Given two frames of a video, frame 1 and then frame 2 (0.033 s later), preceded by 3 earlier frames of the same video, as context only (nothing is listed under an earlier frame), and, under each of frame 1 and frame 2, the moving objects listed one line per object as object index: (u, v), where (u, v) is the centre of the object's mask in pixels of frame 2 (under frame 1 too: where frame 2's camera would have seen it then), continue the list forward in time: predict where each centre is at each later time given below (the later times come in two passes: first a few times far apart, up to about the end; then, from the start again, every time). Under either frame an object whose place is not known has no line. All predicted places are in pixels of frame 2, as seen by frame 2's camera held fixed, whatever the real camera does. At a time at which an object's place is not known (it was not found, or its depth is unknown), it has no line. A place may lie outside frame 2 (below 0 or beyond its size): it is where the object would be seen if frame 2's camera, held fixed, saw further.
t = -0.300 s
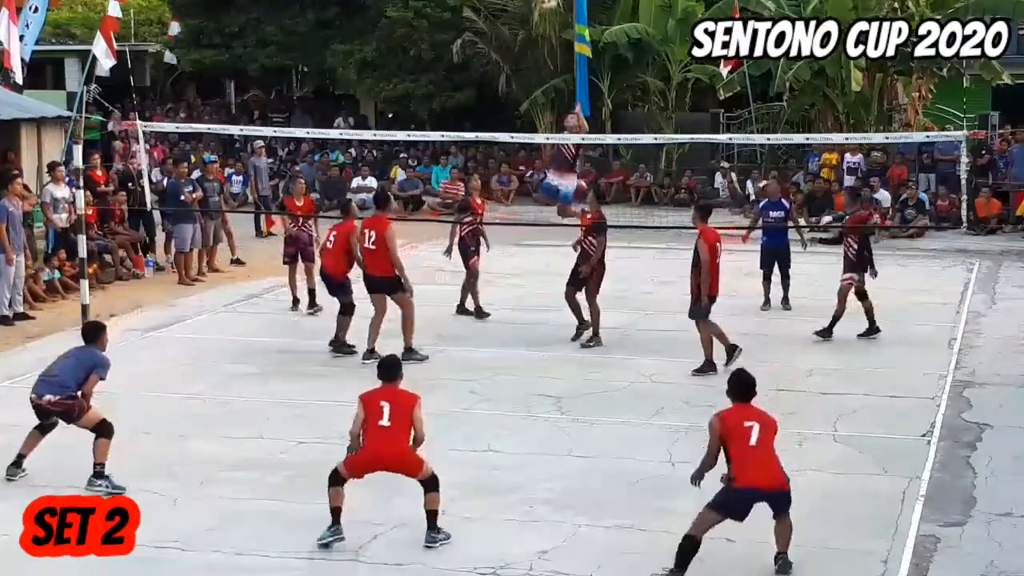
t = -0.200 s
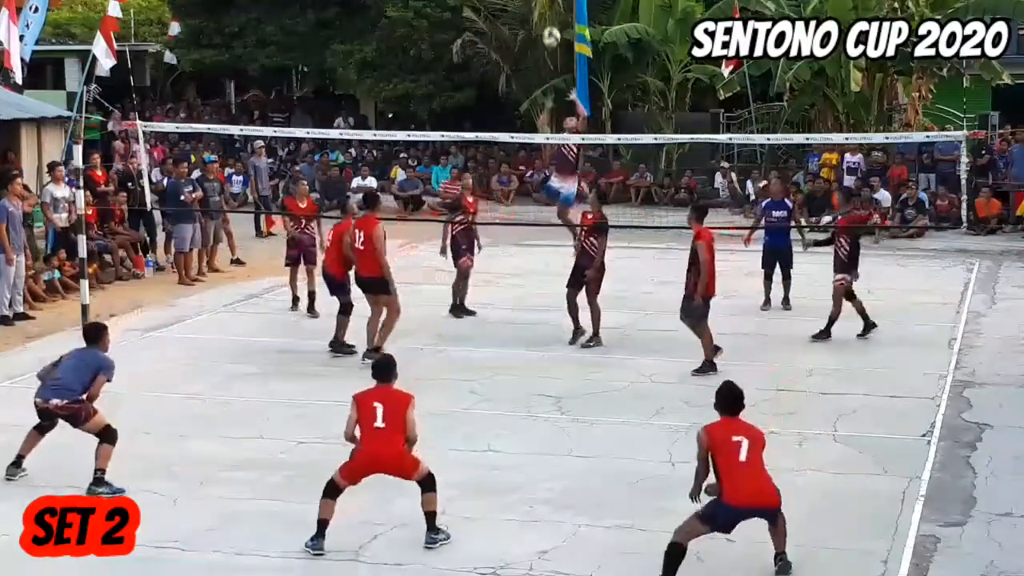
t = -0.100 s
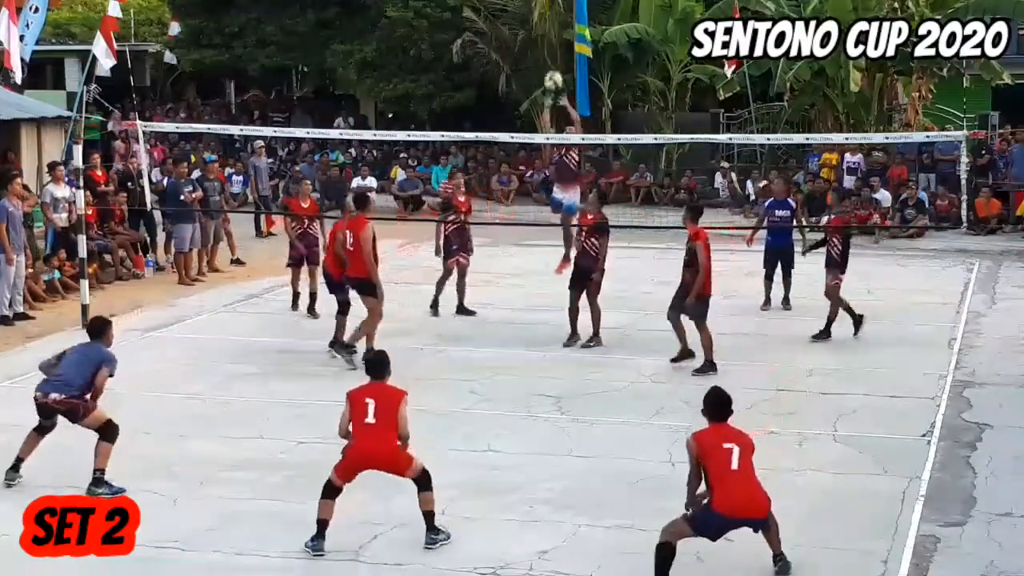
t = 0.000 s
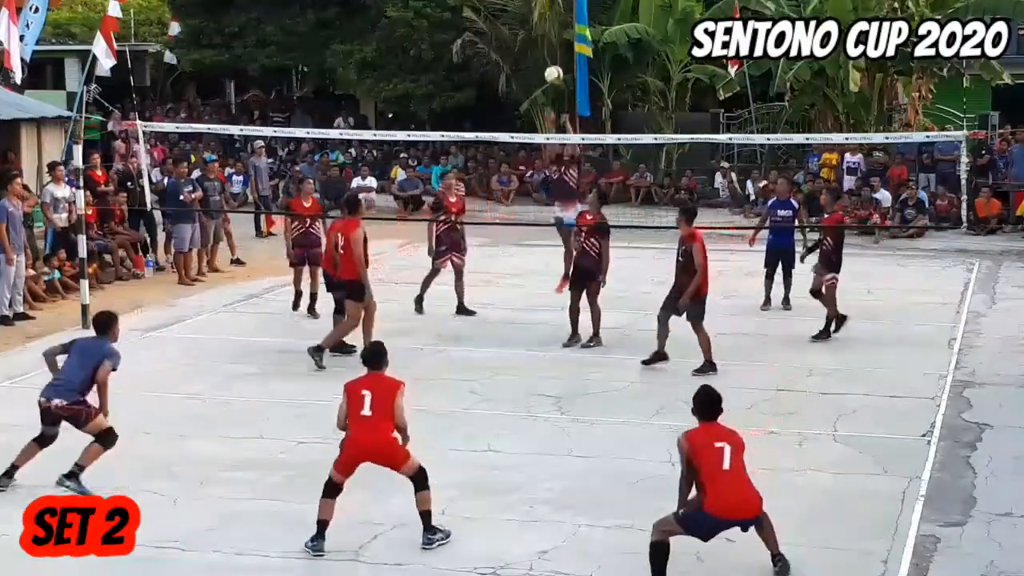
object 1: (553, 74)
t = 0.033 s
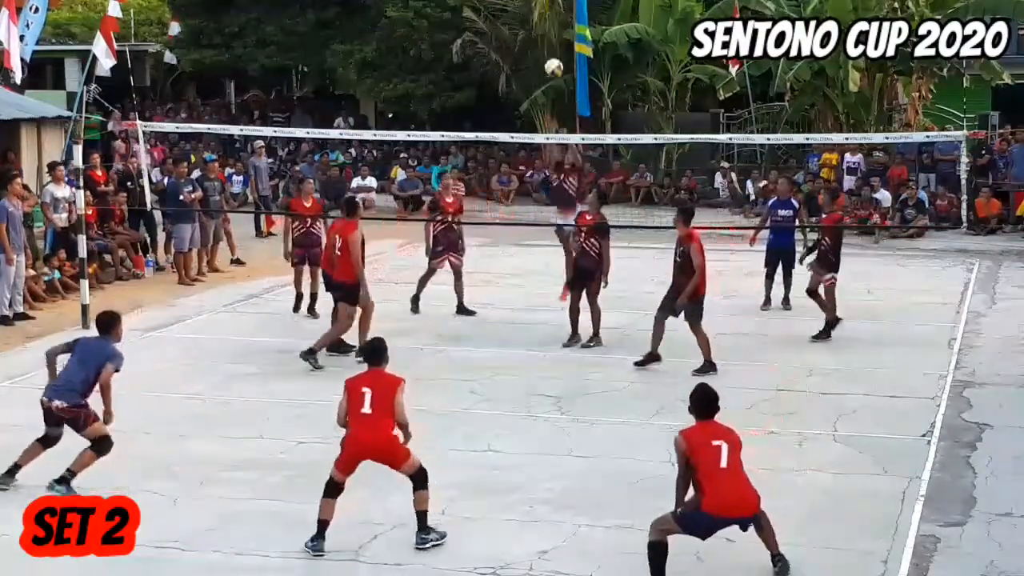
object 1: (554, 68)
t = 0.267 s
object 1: (555, 46)
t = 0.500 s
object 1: (556, 75)
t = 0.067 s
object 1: (553, 62)
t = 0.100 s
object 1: (553, 57)
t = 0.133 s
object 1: (554, 53)
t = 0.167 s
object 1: (554, 50)
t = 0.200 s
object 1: (554, 47)
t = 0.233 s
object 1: (554, 46)
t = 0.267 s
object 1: (555, 46)
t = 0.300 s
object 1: (555, 46)
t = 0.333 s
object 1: (555, 48)
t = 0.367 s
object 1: (555, 51)
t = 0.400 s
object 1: (556, 55)
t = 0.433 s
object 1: (556, 60)
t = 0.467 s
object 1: (556, 66)
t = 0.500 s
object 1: (556, 75)
